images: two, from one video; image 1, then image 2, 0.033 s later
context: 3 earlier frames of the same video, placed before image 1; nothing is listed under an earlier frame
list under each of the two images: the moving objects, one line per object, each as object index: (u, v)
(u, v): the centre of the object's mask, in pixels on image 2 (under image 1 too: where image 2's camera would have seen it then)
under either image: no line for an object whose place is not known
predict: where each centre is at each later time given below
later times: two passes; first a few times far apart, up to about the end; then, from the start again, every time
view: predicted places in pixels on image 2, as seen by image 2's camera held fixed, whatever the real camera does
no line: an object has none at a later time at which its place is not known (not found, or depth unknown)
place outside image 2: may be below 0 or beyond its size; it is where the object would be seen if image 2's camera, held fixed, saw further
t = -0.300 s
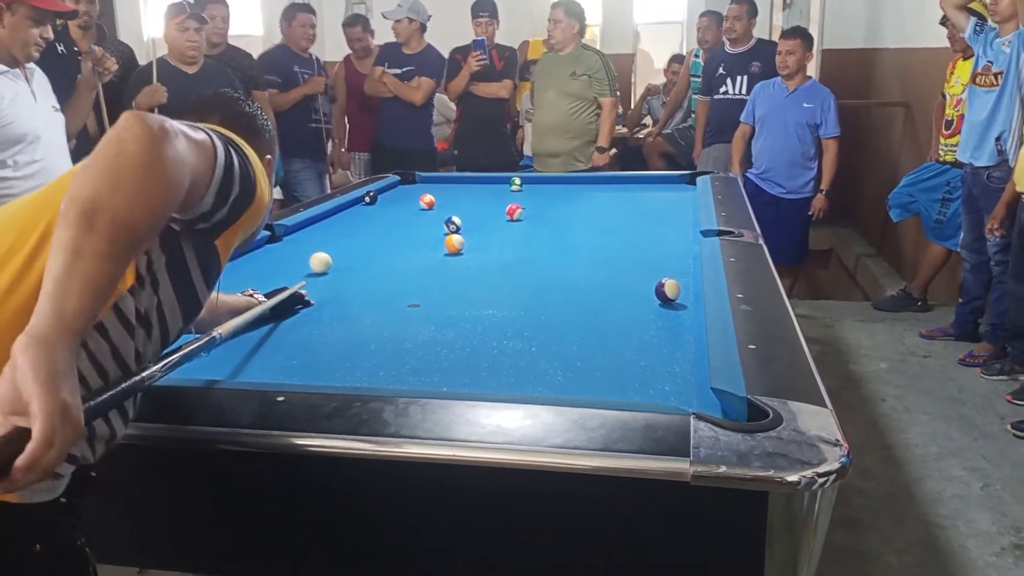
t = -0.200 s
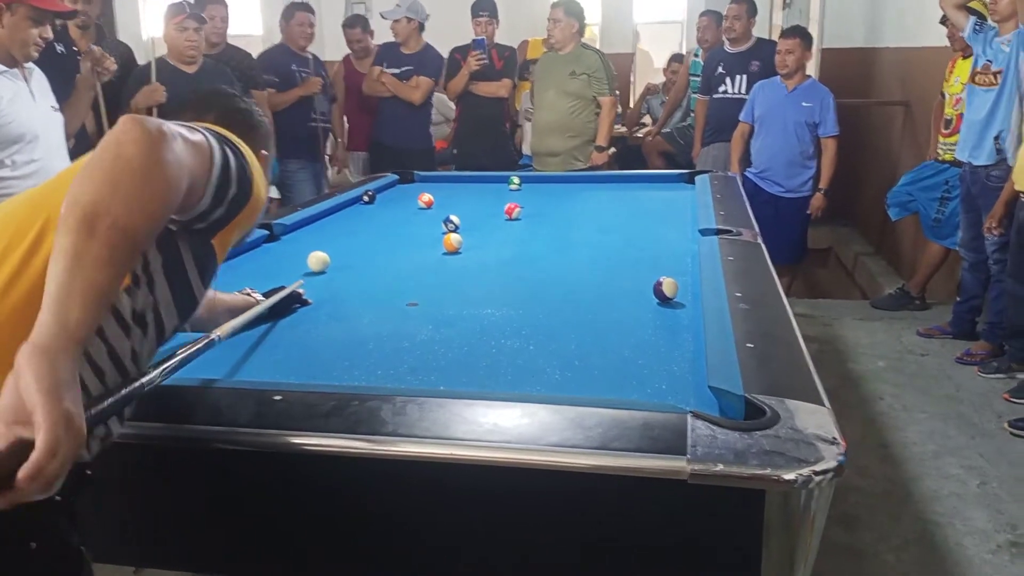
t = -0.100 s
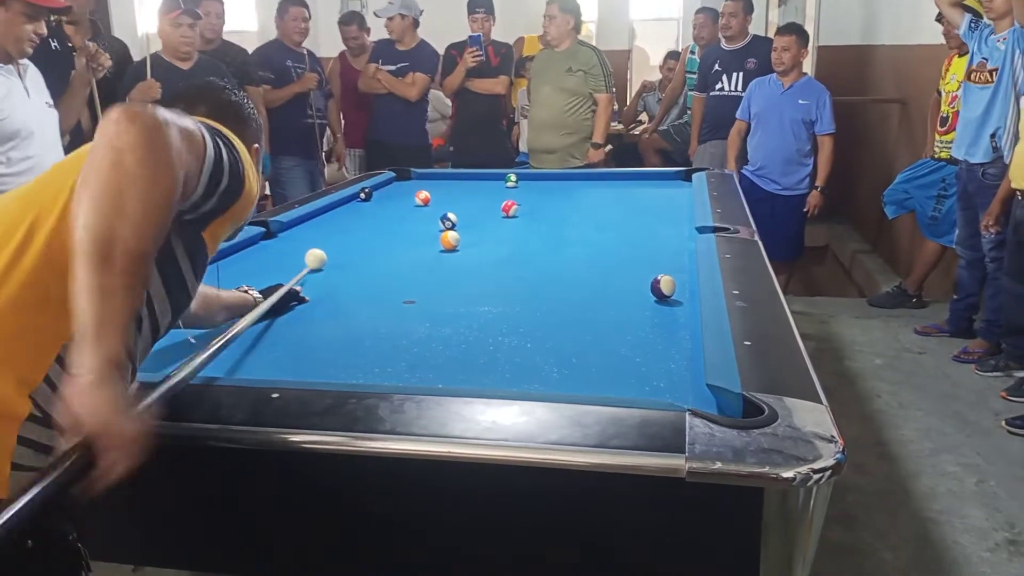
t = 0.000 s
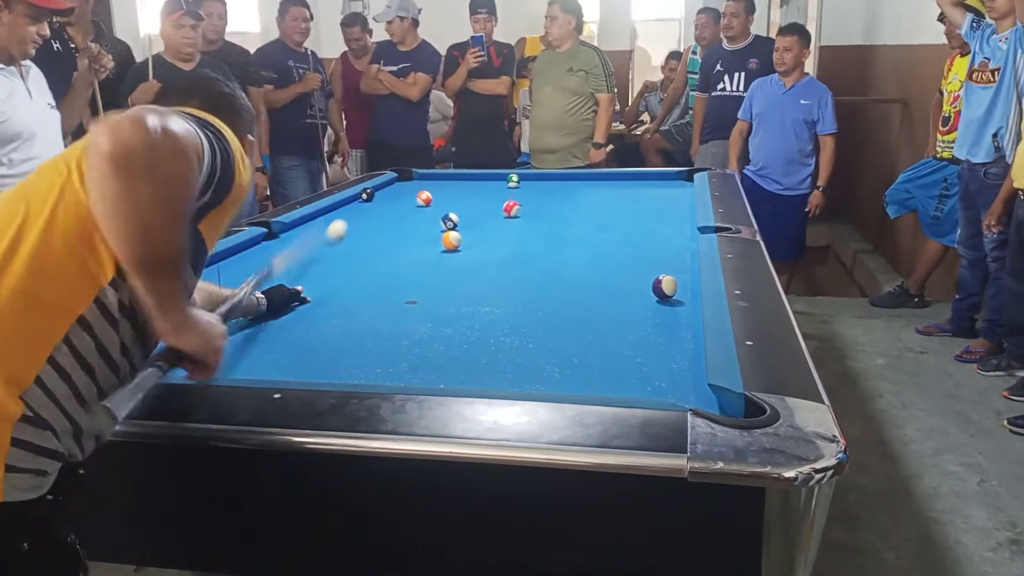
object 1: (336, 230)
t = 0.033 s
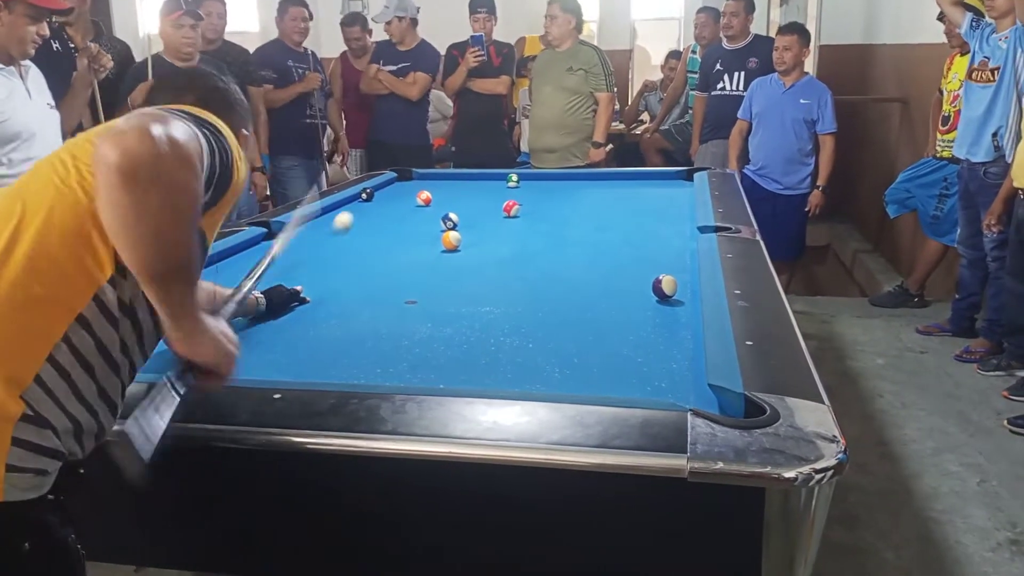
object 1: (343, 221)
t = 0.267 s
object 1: (375, 197)
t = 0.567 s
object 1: (412, 201)
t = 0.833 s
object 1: (445, 204)
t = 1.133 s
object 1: (481, 208)
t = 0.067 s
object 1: (349, 213)
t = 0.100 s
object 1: (354, 206)
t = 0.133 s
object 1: (358, 200)
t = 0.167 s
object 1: (361, 196)
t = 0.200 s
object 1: (365, 196)
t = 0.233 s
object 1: (370, 197)
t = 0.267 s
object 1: (375, 197)
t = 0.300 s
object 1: (379, 197)
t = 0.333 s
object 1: (383, 198)
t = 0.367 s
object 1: (387, 198)
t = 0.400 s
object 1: (391, 199)
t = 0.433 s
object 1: (395, 199)
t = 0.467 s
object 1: (399, 200)
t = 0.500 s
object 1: (404, 200)
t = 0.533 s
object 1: (408, 201)
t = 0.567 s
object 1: (412, 201)
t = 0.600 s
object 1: (415, 201)
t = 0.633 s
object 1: (419, 202)
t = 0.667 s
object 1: (425, 201)
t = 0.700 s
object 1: (429, 202)
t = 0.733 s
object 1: (433, 203)
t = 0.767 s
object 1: (437, 203)
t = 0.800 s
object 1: (441, 204)
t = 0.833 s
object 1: (445, 204)
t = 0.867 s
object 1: (449, 204)
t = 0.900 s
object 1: (453, 204)
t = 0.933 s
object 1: (457, 205)
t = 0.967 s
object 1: (461, 206)
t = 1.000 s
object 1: (465, 206)
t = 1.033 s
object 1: (469, 206)
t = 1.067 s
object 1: (473, 207)
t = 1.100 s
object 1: (477, 207)
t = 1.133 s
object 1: (481, 208)
